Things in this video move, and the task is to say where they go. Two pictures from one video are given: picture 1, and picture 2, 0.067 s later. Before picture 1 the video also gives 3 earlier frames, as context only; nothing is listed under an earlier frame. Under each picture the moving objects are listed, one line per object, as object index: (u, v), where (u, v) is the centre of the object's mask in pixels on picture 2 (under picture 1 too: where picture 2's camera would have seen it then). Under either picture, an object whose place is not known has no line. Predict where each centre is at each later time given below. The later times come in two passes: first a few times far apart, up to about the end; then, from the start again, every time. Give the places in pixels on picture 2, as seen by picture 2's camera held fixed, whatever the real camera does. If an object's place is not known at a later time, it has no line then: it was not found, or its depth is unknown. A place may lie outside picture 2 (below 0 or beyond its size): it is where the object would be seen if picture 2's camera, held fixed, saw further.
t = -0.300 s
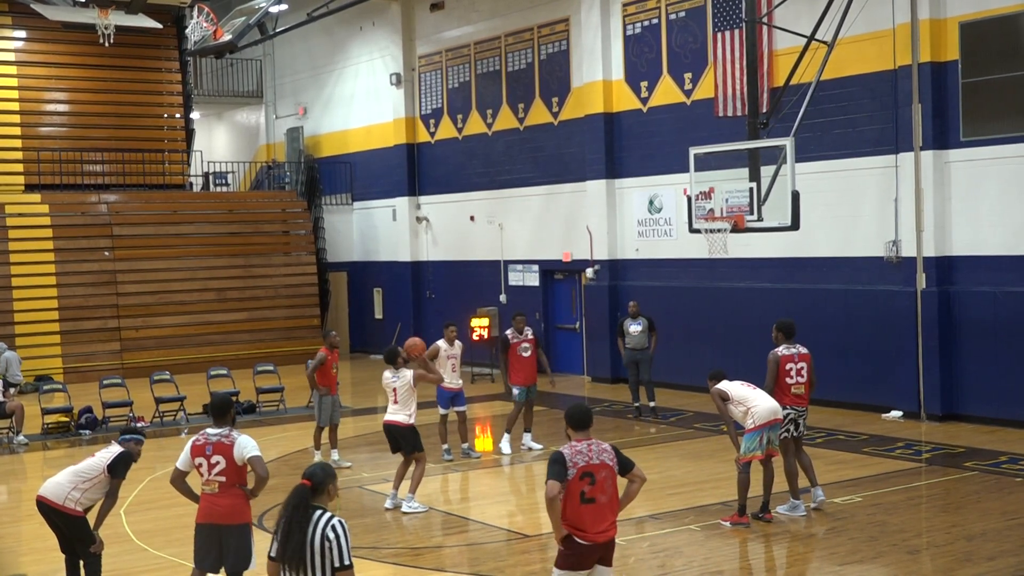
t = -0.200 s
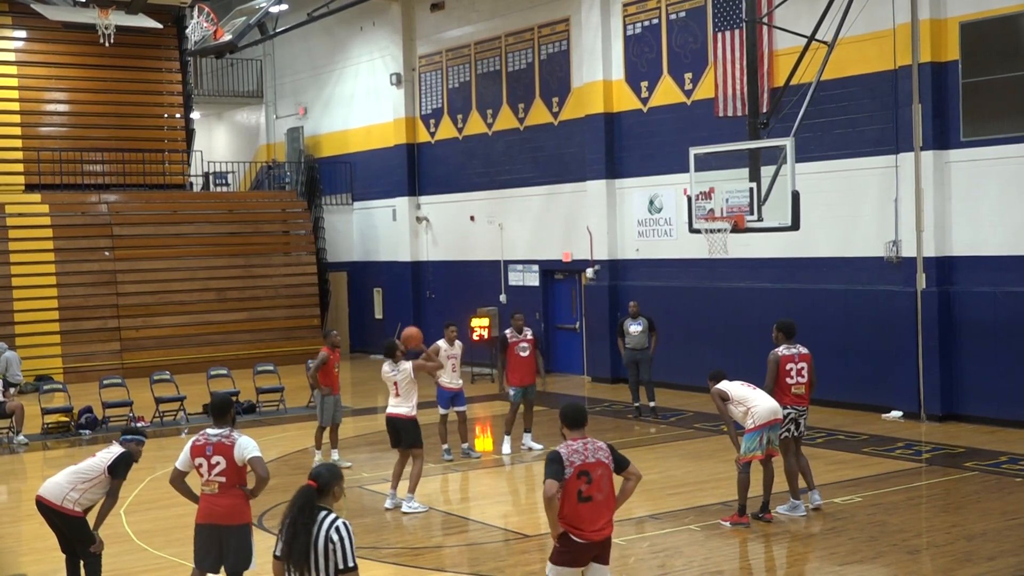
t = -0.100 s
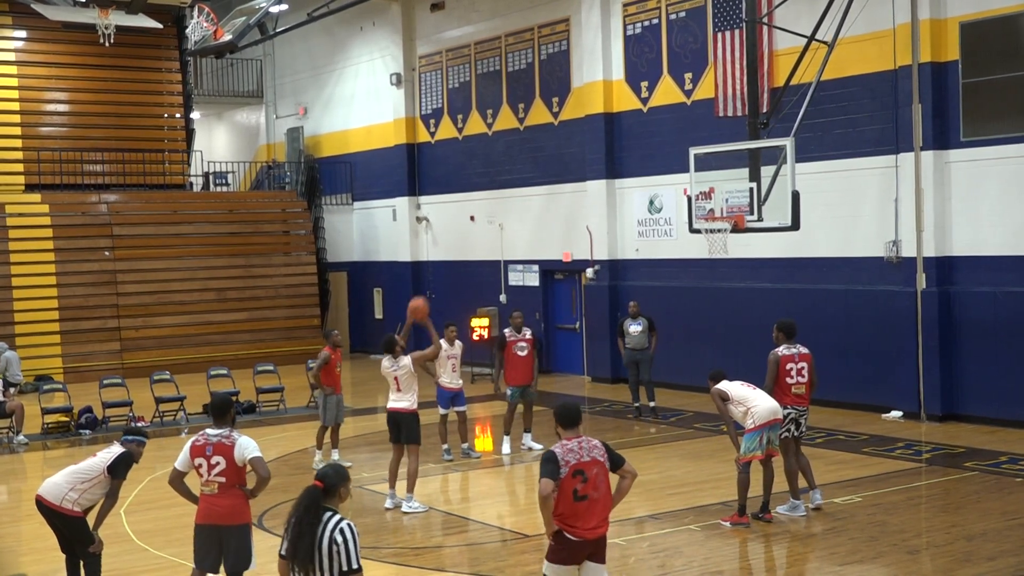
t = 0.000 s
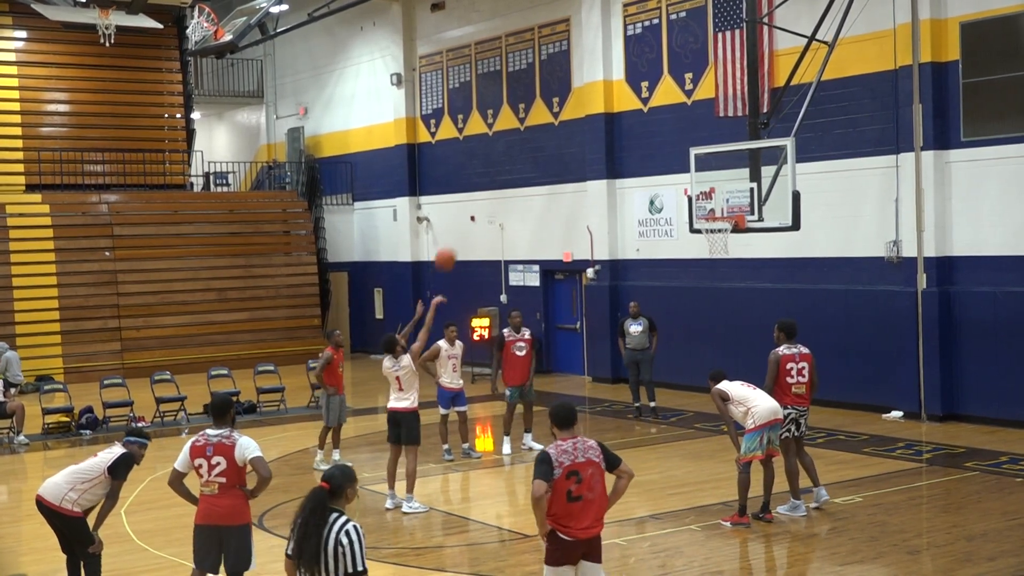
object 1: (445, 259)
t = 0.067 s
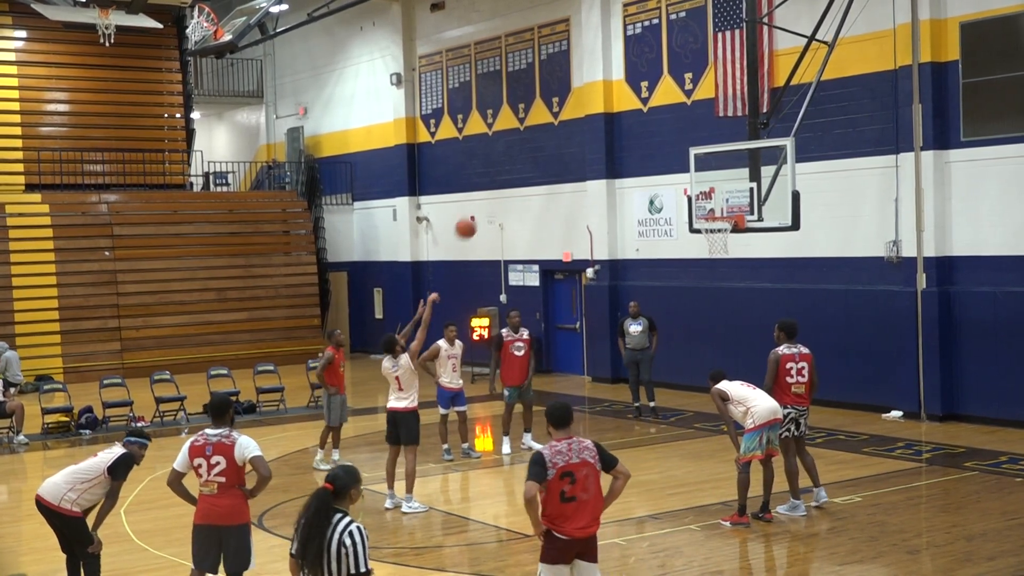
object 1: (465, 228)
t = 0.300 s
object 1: (536, 156)
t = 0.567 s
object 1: (612, 134)
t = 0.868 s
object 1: (693, 178)
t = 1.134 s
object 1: (700, 238)
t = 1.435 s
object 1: (694, 245)
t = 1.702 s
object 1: (691, 312)
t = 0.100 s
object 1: (476, 215)
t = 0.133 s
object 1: (486, 202)
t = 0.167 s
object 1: (496, 190)
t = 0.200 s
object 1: (507, 180)
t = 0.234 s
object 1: (516, 171)
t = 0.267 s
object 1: (526, 163)
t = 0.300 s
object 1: (536, 156)
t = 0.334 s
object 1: (545, 149)
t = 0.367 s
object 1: (555, 144)
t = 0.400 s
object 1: (564, 140)
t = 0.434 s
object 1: (574, 137)
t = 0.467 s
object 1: (583, 135)
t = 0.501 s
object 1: (593, 133)
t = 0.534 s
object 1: (602, 133)
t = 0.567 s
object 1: (612, 134)
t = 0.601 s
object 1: (621, 134)
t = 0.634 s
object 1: (630, 137)
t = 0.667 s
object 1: (639, 140)
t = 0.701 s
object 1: (648, 144)
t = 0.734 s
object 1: (657, 149)
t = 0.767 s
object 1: (666, 155)
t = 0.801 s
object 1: (674, 161)
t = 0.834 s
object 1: (683, 168)
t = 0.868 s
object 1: (693, 178)
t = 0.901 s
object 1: (702, 187)
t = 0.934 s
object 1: (710, 196)
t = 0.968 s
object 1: (719, 208)
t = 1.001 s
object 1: (724, 213)
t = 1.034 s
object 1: (717, 226)
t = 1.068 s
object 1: (709, 235)
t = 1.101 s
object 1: (703, 239)
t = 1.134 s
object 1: (700, 238)
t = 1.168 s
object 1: (699, 235)
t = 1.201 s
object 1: (698, 234)
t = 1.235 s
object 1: (697, 234)
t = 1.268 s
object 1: (697, 234)
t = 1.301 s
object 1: (696, 234)
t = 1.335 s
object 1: (696, 235)
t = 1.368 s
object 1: (695, 237)
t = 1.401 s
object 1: (695, 241)
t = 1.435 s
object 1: (694, 245)
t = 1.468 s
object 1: (694, 251)
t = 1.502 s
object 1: (694, 257)
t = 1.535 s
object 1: (693, 264)
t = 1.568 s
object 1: (693, 271)
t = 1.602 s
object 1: (692, 280)
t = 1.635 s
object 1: (692, 290)
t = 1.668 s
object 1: (692, 301)
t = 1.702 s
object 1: (691, 312)
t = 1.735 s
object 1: (691, 324)
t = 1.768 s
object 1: (691, 338)
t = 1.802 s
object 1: (691, 352)
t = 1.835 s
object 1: (690, 367)
